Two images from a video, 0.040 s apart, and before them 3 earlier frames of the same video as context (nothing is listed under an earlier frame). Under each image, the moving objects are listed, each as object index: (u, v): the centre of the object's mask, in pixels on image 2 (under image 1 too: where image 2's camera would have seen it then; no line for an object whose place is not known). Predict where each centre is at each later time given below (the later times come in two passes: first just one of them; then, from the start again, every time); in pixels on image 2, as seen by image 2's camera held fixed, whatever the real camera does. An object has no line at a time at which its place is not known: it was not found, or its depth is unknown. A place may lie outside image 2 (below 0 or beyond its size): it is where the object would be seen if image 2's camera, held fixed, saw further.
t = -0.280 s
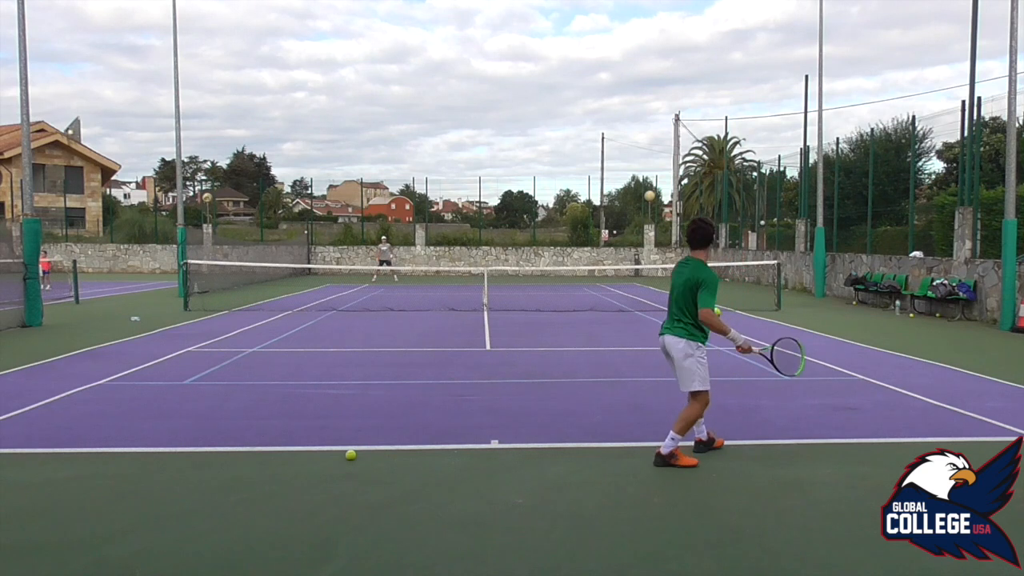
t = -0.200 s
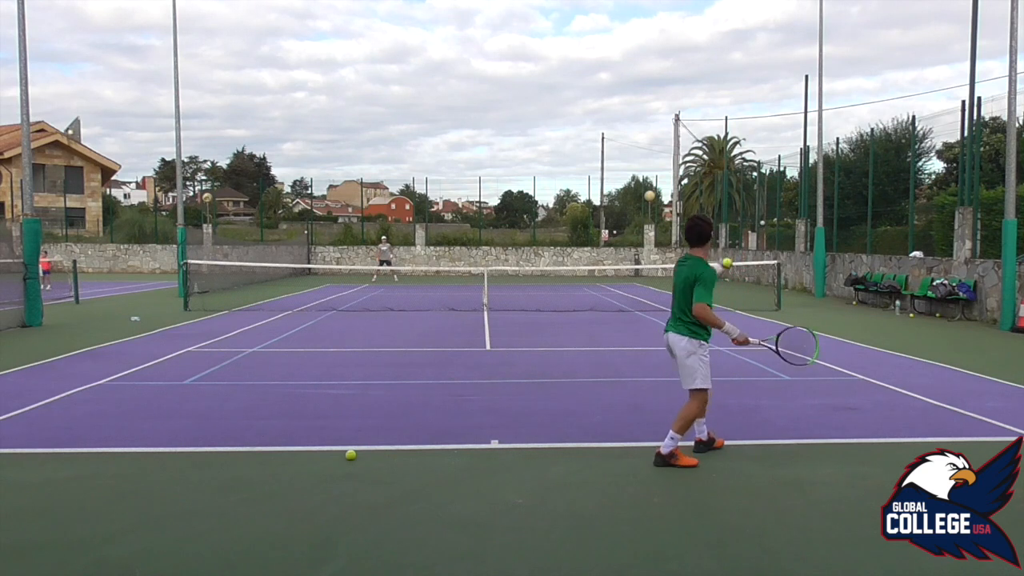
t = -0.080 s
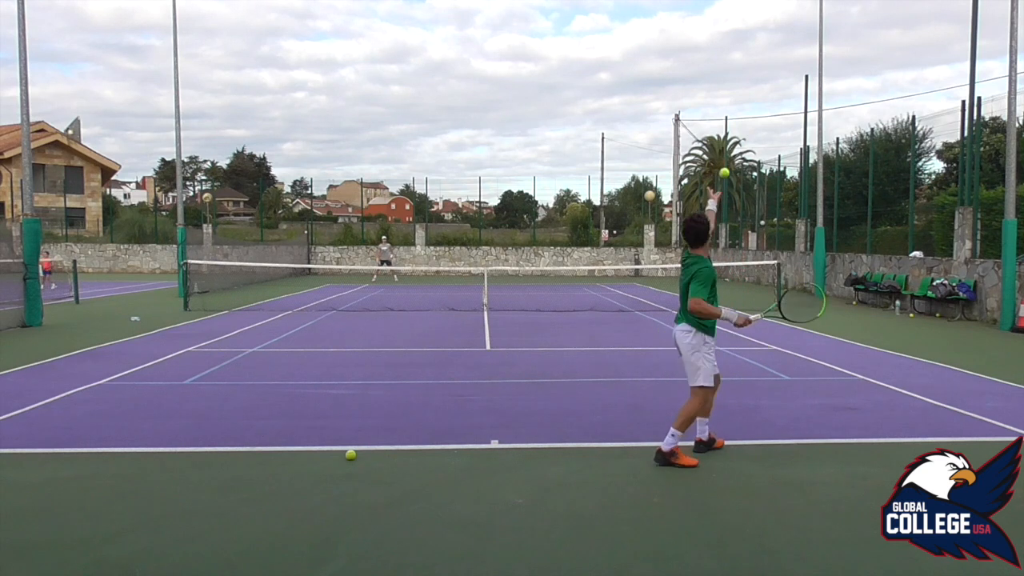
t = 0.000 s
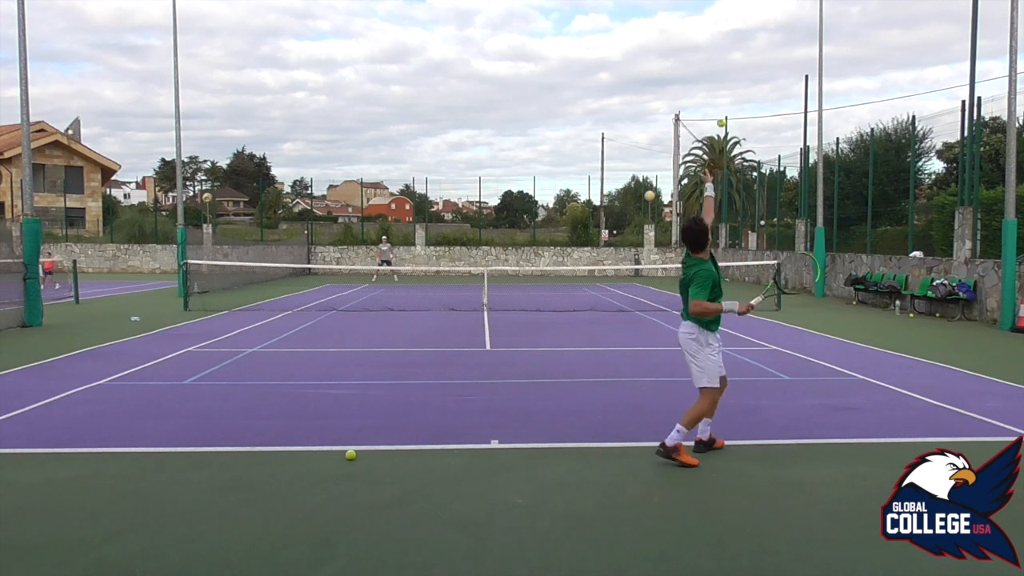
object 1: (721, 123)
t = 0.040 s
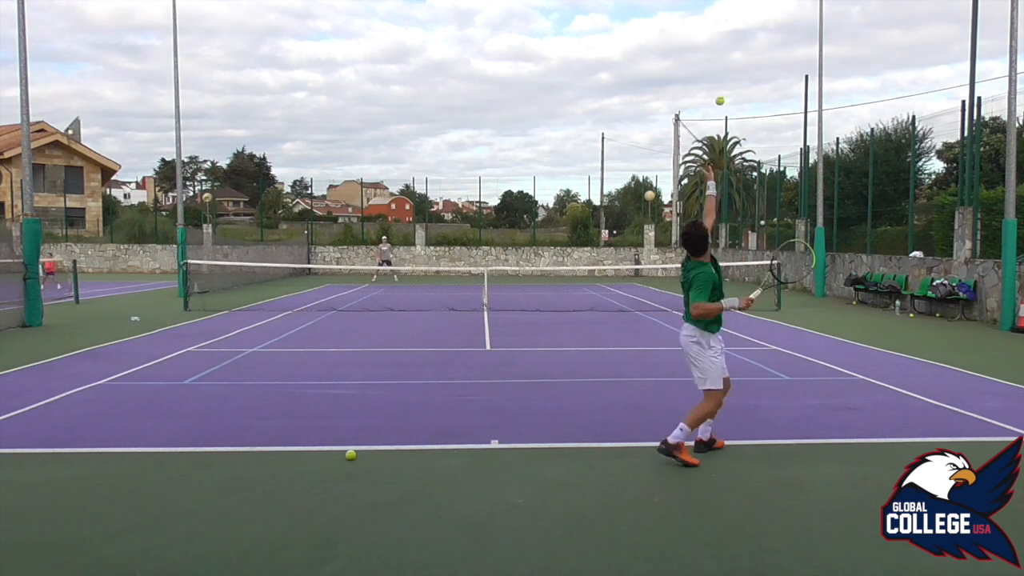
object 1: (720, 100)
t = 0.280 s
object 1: (710, 14)
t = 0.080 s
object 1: (718, 81)
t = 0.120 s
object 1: (717, 63)
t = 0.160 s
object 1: (715, 48)
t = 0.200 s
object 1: (713, 34)
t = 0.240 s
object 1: (712, 23)
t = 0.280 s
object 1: (710, 14)
